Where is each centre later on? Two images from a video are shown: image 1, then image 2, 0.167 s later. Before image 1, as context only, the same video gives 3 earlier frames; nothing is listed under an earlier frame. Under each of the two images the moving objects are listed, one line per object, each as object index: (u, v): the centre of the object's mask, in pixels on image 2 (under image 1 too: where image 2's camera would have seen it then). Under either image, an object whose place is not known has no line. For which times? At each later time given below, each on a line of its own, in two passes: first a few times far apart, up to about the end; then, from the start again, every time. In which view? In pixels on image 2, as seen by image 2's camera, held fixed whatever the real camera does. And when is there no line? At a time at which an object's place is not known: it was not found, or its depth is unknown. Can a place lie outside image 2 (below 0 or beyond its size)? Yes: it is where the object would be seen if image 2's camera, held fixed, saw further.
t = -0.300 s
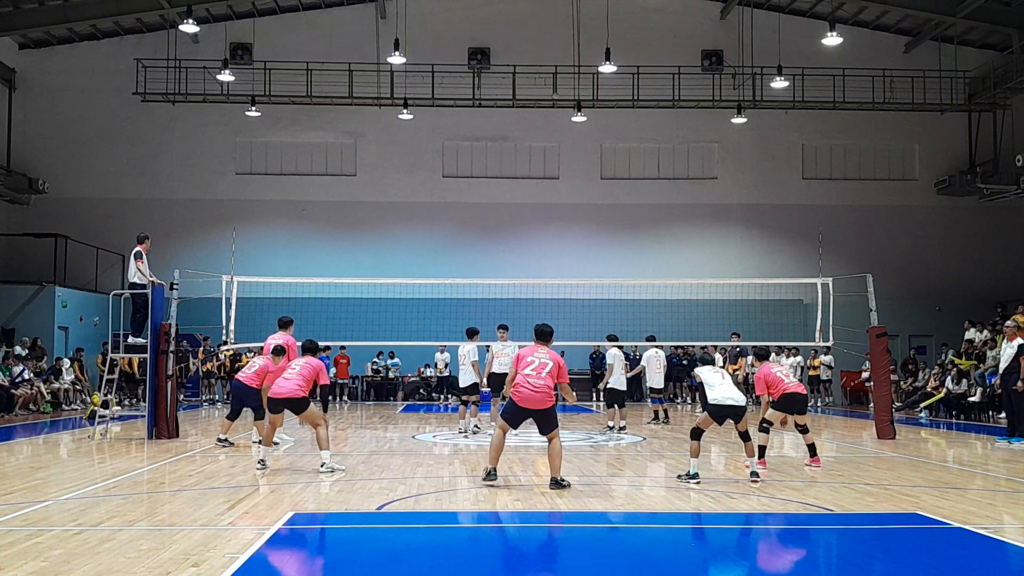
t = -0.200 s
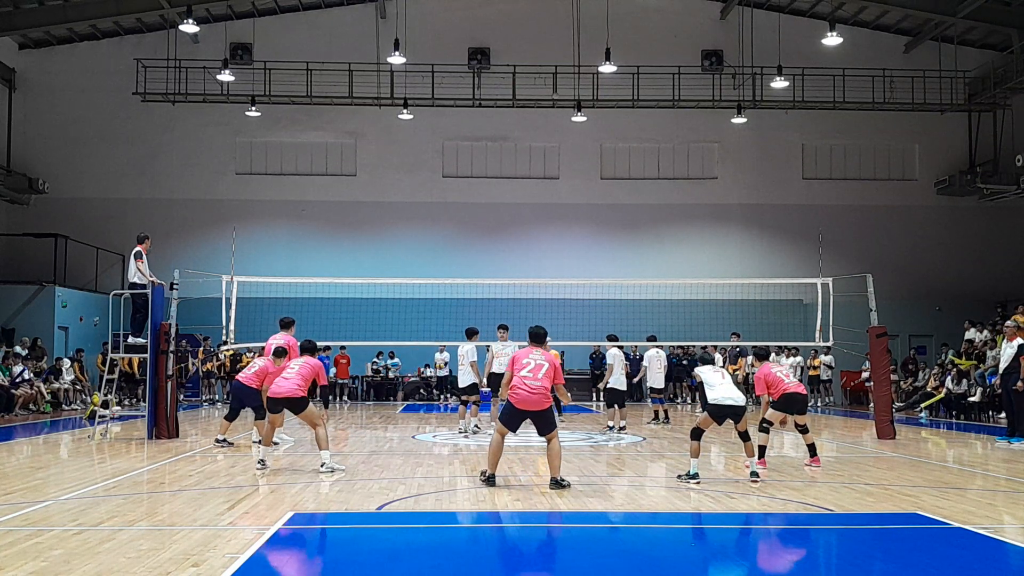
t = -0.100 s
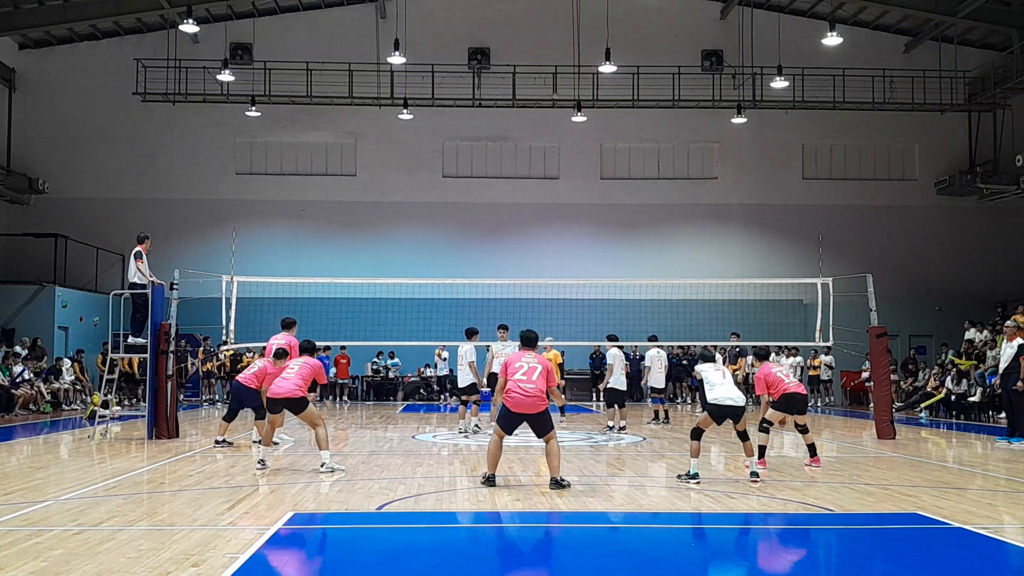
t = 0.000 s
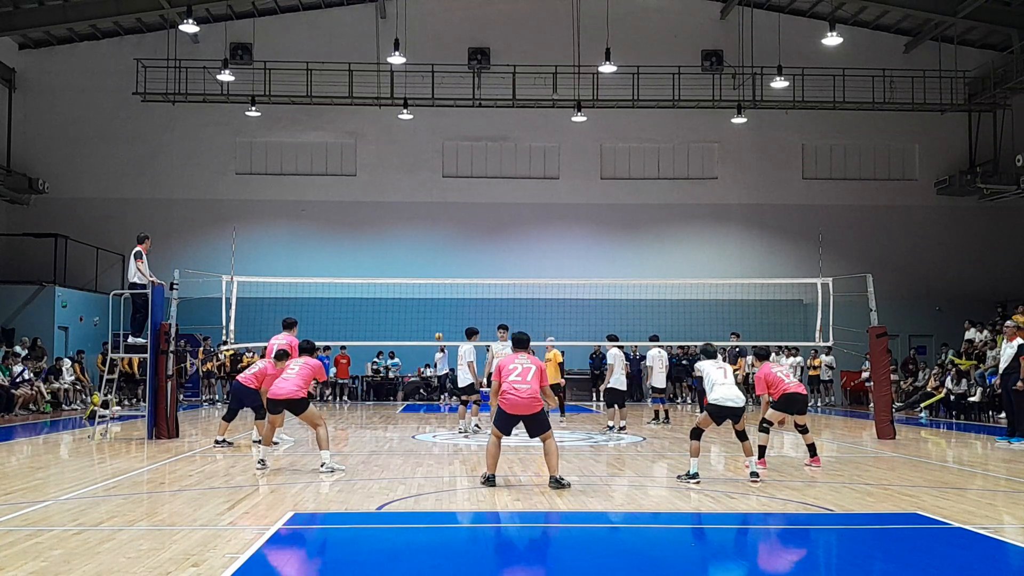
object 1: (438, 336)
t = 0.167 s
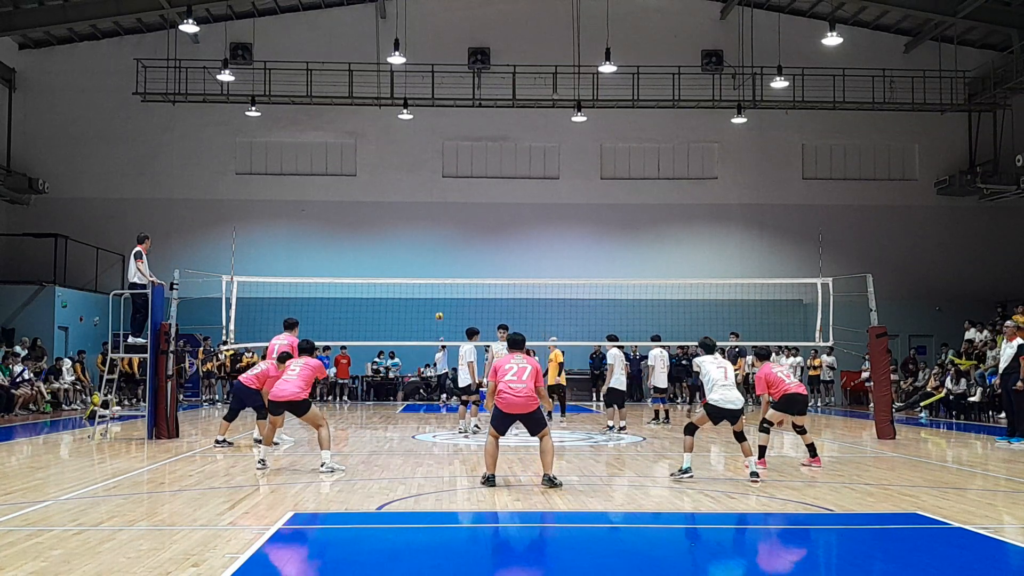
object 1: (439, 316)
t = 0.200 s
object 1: (439, 313)
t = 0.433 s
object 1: (440, 303)
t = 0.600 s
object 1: (440, 307)
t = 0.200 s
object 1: (439, 313)
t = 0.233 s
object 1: (439, 311)
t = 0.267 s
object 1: (439, 309)
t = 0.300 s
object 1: (439, 307)
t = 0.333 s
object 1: (439, 305)
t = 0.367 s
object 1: (439, 304)
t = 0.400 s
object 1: (440, 304)
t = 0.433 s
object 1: (440, 303)
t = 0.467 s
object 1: (440, 303)
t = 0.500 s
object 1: (440, 304)
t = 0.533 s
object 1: (440, 305)
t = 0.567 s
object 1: (440, 306)
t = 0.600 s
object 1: (440, 307)
